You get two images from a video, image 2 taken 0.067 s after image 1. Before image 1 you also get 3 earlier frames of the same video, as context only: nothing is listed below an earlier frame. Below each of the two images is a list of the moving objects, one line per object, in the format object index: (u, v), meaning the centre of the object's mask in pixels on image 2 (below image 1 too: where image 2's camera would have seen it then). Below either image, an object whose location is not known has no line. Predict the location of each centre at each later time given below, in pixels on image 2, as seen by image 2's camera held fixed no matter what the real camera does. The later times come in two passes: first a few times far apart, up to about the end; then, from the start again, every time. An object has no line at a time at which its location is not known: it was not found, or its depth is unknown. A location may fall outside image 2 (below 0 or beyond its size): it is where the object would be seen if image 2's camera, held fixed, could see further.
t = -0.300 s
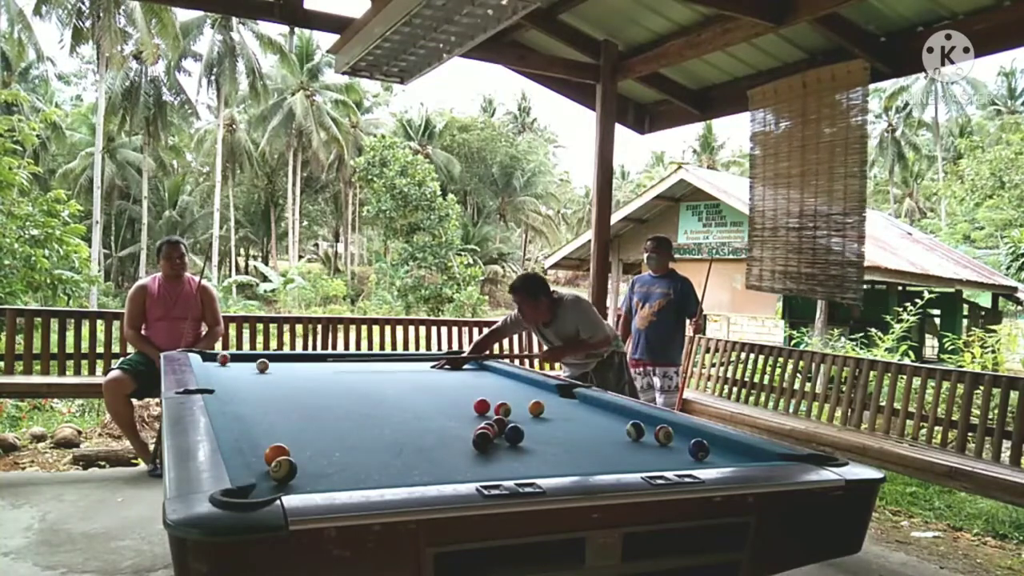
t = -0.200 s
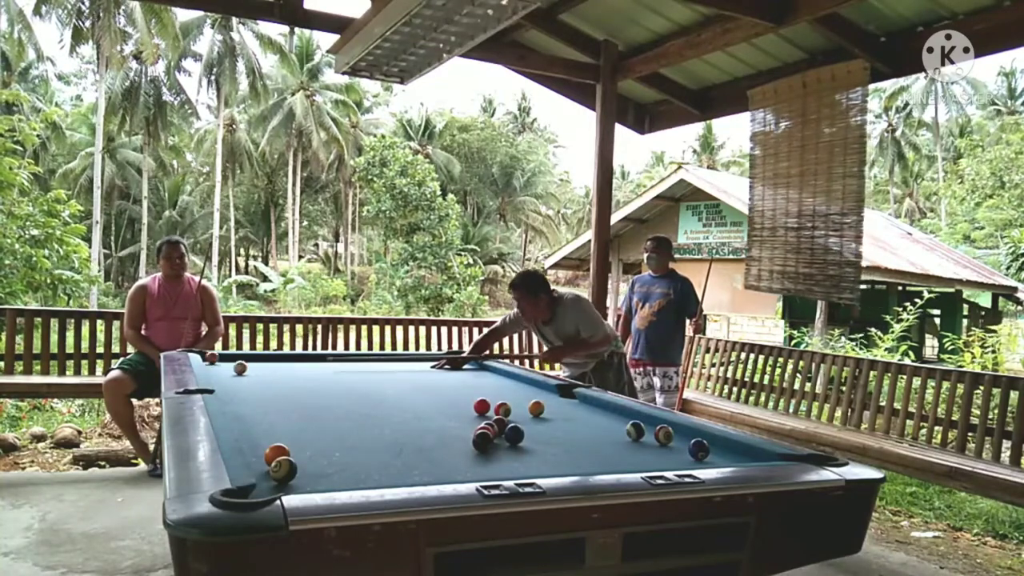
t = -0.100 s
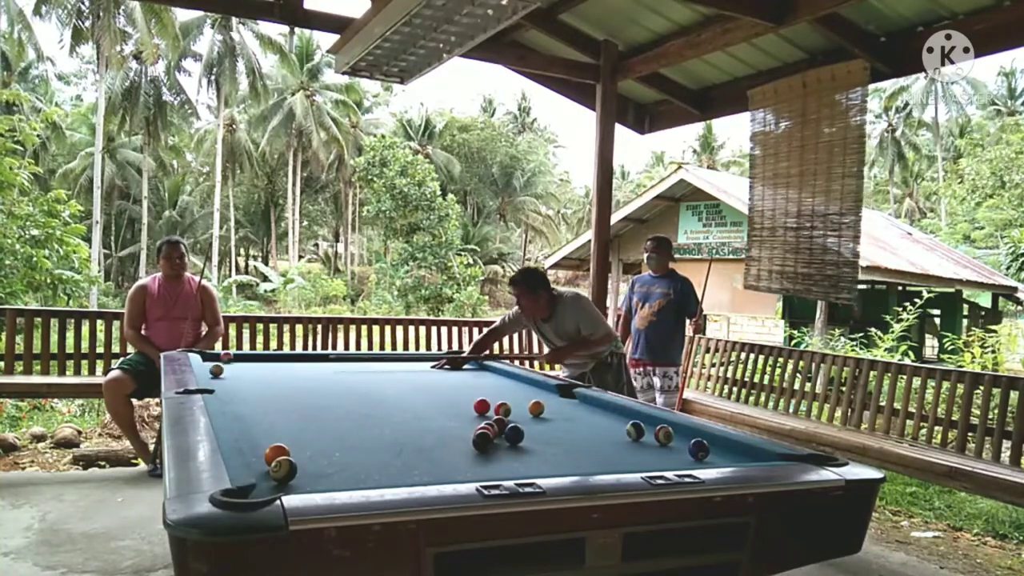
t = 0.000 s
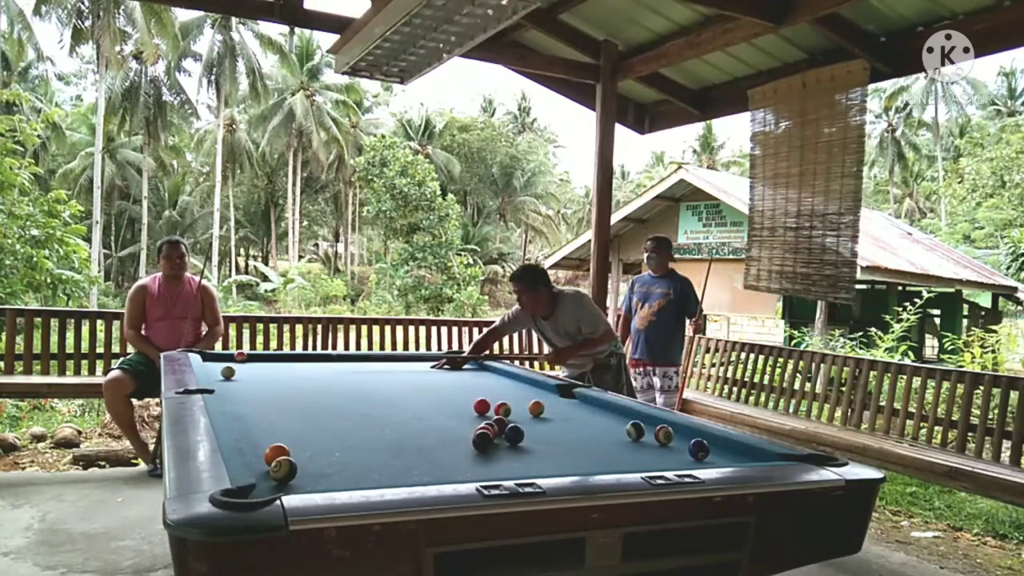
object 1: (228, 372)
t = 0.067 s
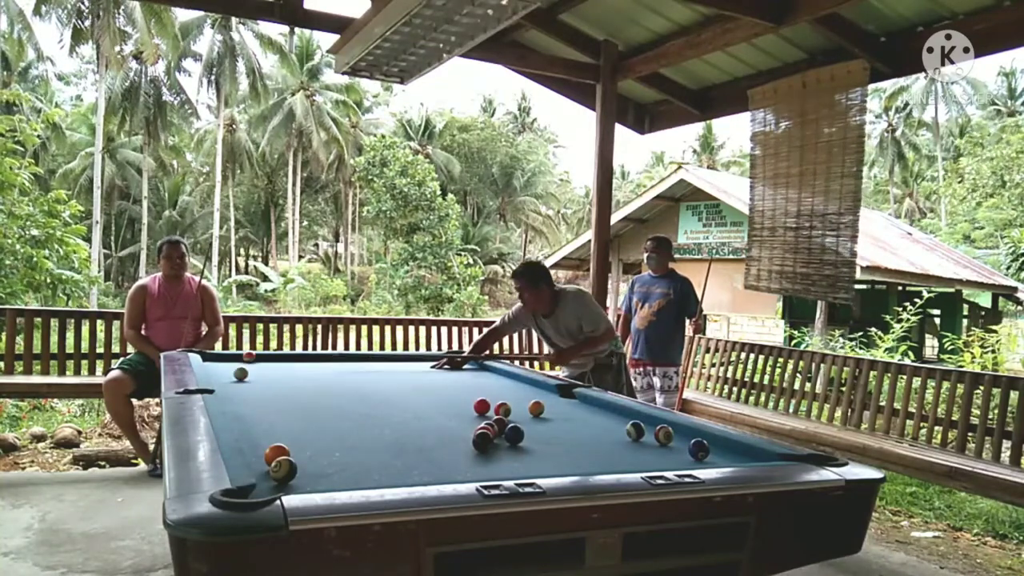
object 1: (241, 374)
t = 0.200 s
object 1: (266, 376)
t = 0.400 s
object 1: (306, 380)
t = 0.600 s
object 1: (346, 384)
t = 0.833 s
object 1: (393, 389)
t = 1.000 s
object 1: (427, 392)
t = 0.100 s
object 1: (247, 374)
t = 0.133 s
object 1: (253, 375)
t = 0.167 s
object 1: (260, 375)
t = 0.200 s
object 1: (266, 376)
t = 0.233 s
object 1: (273, 377)
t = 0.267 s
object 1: (279, 377)
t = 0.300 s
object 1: (286, 378)
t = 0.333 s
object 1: (292, 379)
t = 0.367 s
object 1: (299, 379)
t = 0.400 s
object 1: (306, 380)
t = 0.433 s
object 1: (312, 380)
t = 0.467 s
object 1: (319, 381)
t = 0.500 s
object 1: (326, 382)
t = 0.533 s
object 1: (332, 382)
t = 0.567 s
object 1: (339, 383)
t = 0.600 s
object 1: (346, 384)
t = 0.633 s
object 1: (352, 384)
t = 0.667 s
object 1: (359, 385)
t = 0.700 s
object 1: (366, 386)
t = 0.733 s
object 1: (373, 386)
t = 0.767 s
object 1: (379, 387)
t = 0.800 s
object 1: (386, 388)
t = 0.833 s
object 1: (393, 389)
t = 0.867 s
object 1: (400, 389)
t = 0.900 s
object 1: (406, 390)
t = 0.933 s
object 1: (413, 391)
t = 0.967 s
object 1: (420, 391)
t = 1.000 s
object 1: (427, 392)
